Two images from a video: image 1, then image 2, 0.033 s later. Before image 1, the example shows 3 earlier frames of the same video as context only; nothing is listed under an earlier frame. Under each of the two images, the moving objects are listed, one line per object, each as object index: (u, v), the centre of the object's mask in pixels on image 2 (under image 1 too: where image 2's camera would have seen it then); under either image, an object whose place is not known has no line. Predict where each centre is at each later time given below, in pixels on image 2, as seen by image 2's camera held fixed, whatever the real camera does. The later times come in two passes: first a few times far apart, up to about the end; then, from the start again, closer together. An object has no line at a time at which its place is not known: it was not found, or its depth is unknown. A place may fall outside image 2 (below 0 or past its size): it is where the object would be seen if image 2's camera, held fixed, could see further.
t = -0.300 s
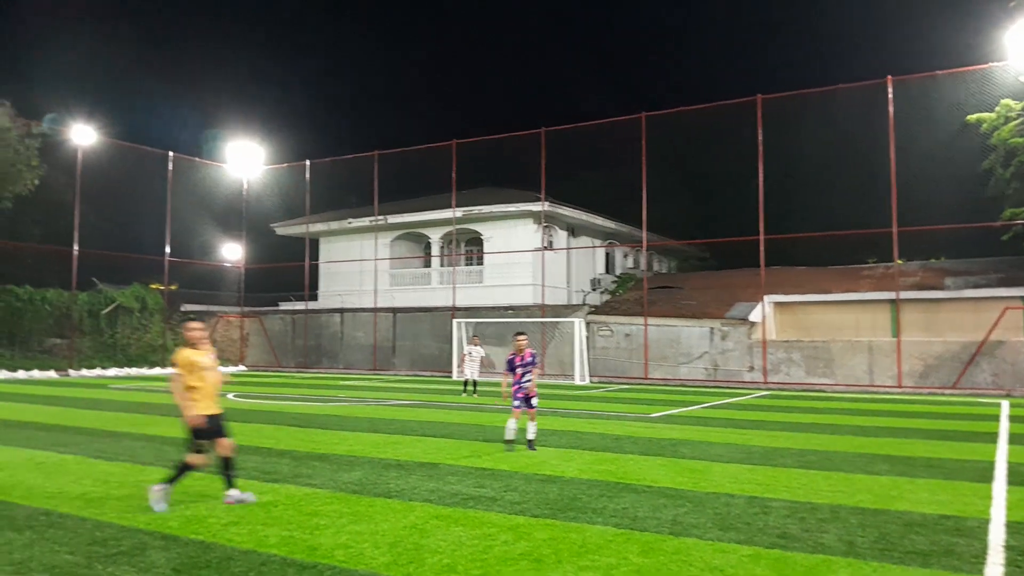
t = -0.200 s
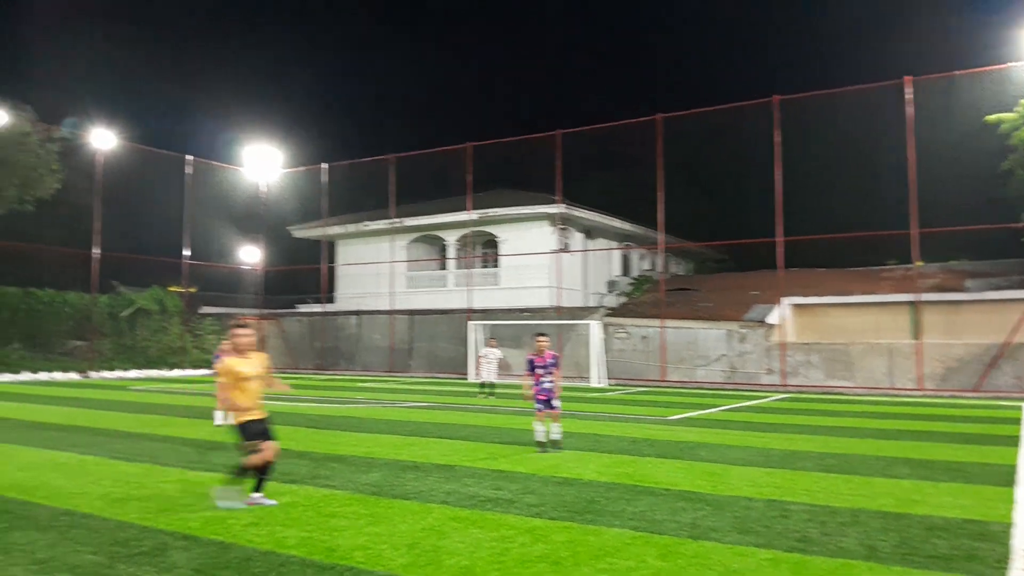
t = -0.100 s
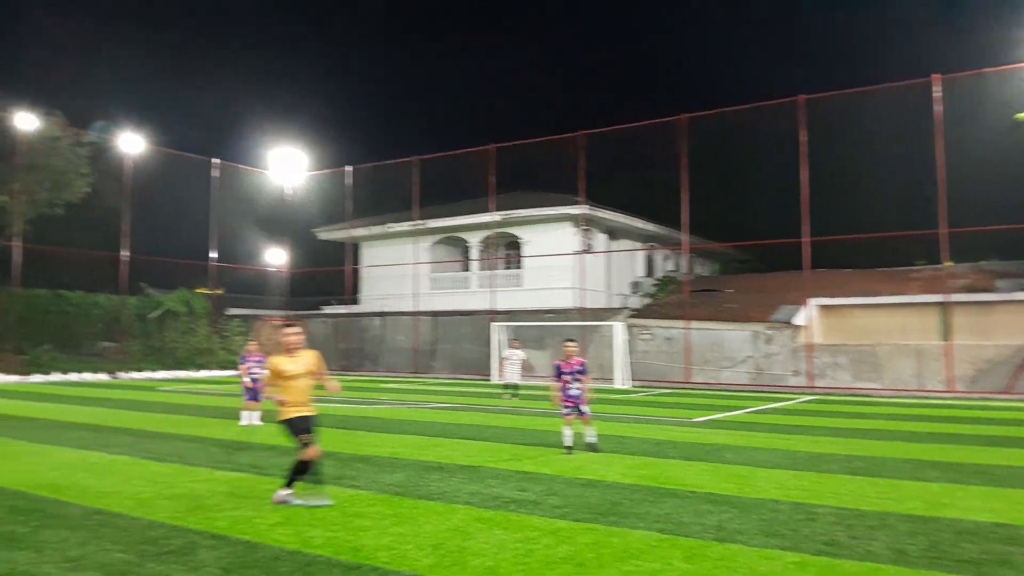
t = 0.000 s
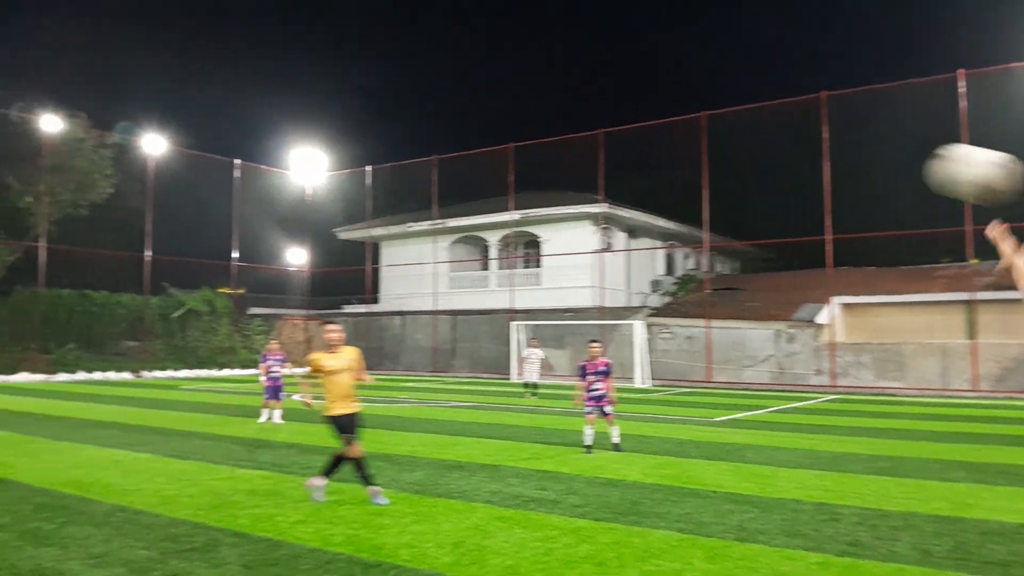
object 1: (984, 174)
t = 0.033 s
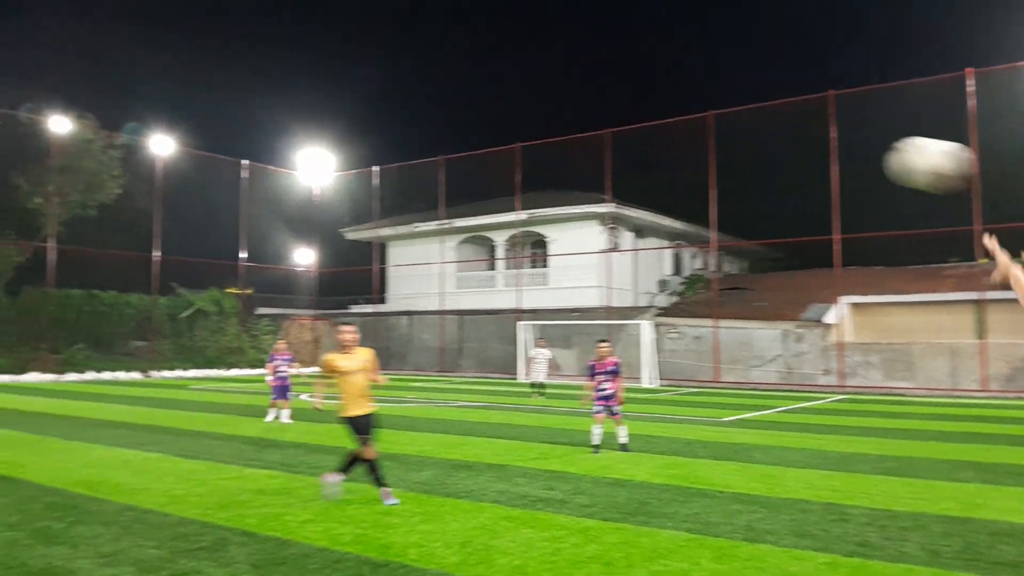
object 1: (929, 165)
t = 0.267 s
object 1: (677, 178)
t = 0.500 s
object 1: (536, 254)
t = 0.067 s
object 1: (881, 160)
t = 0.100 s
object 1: (838, 158)
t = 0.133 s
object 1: (799, 158)
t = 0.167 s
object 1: (765, 161)
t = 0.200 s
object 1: (733, 165)
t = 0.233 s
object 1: (704, 171)
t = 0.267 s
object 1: (677, 178)
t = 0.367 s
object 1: (609, 204)
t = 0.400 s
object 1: (590, 216)
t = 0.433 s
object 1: (570, 229)
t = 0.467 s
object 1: (552, 242)
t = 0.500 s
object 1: (536, 254)
